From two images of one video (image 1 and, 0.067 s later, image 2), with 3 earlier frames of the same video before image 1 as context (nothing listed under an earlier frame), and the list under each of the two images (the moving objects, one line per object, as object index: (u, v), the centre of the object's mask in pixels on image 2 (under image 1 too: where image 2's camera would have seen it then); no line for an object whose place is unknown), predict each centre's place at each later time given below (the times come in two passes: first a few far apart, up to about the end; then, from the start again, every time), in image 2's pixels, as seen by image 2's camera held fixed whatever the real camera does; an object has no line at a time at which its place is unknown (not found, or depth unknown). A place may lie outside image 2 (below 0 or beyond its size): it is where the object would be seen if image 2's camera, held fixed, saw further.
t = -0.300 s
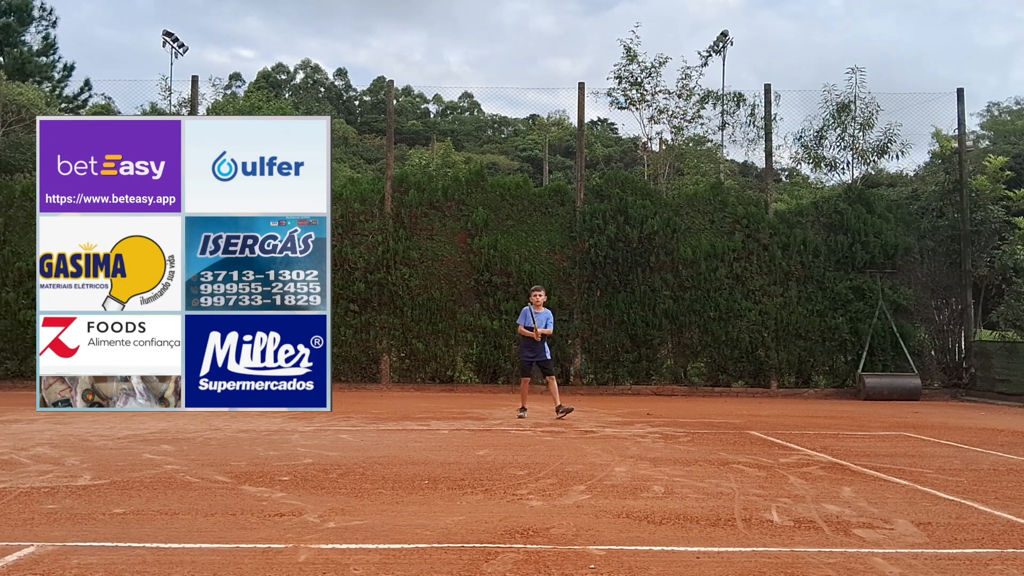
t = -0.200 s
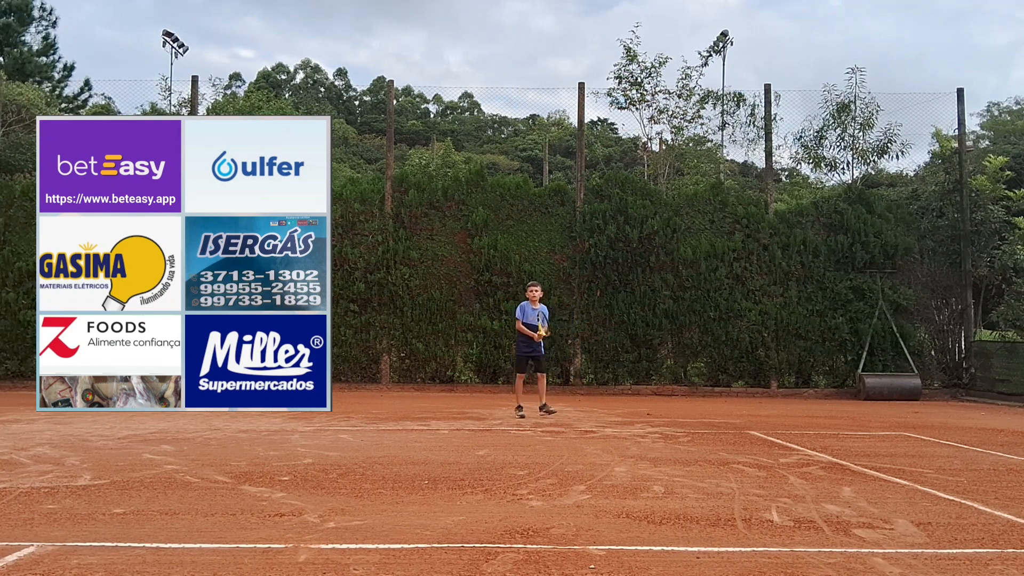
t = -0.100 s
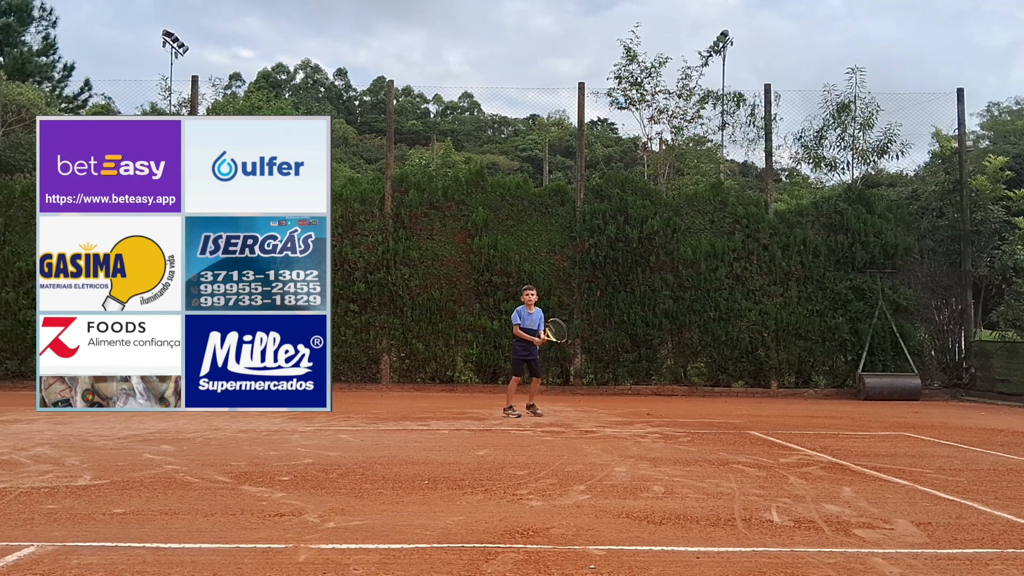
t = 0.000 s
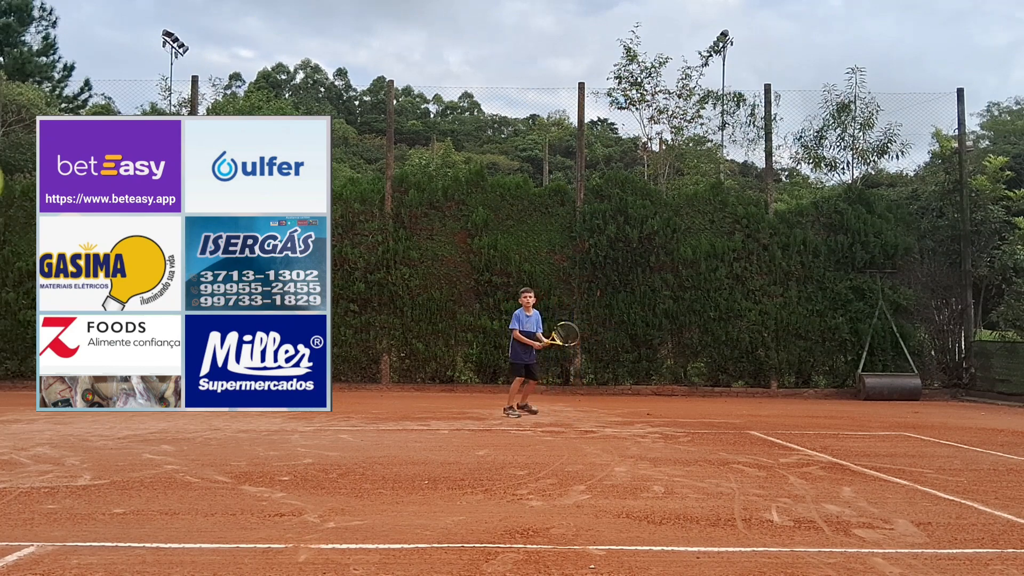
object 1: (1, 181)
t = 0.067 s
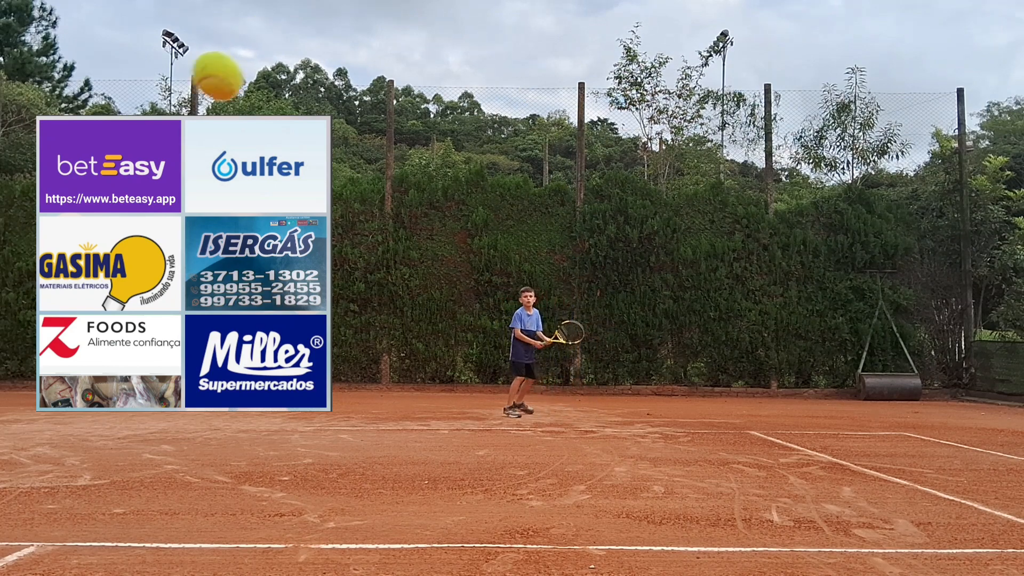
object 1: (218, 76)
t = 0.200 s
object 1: (408, 55)
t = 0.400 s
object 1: (503, 127)
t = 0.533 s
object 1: (533, 194)
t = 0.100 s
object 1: (289, 59)
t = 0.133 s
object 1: (340, 51)
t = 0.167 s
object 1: (378, 51)
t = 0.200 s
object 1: (408, 55)
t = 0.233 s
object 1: (432, 63)
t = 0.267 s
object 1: (452, 72)
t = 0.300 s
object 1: (468, 84)
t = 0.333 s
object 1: (481, 97)
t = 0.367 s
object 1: (494, 112)
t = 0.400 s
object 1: (503, 127)
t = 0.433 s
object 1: (512, 142)
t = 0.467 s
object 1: (520, 159)
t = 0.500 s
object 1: (527, 176)
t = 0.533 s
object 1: (533, 194)
